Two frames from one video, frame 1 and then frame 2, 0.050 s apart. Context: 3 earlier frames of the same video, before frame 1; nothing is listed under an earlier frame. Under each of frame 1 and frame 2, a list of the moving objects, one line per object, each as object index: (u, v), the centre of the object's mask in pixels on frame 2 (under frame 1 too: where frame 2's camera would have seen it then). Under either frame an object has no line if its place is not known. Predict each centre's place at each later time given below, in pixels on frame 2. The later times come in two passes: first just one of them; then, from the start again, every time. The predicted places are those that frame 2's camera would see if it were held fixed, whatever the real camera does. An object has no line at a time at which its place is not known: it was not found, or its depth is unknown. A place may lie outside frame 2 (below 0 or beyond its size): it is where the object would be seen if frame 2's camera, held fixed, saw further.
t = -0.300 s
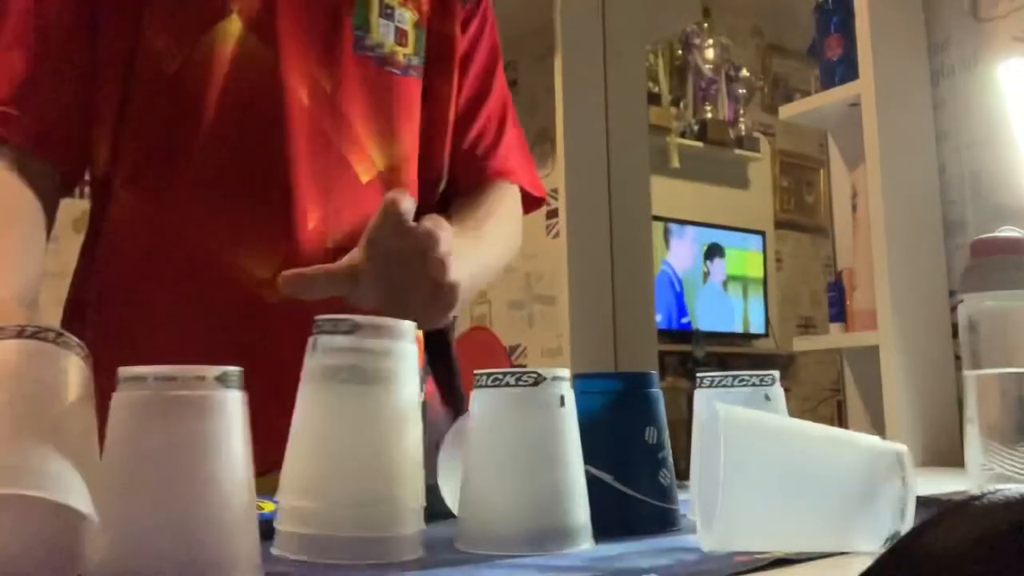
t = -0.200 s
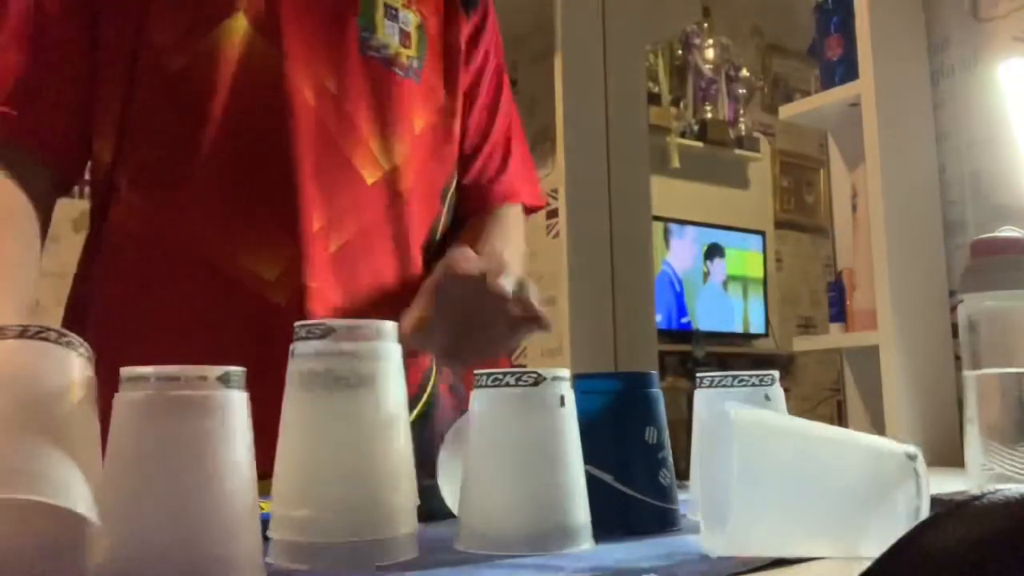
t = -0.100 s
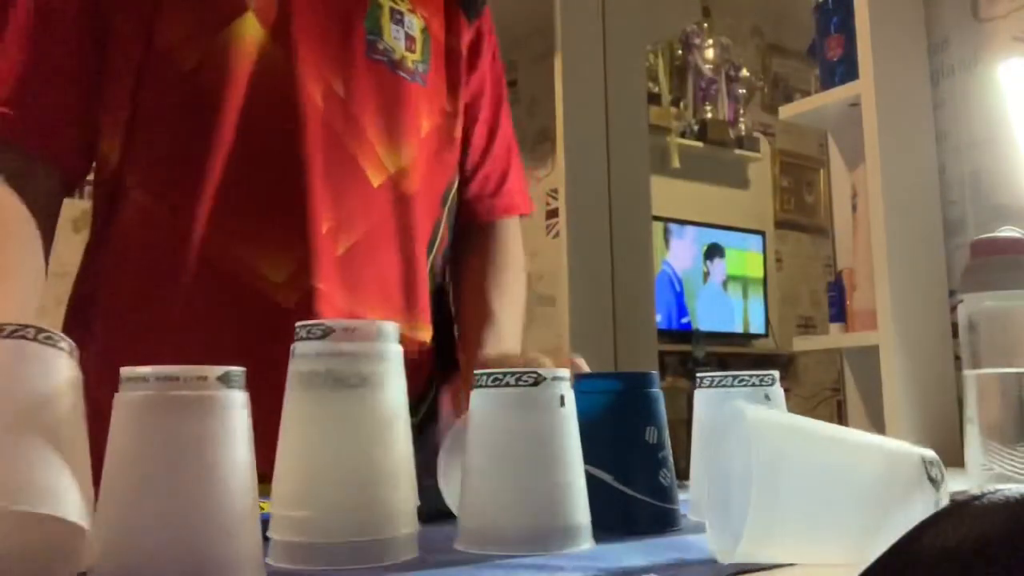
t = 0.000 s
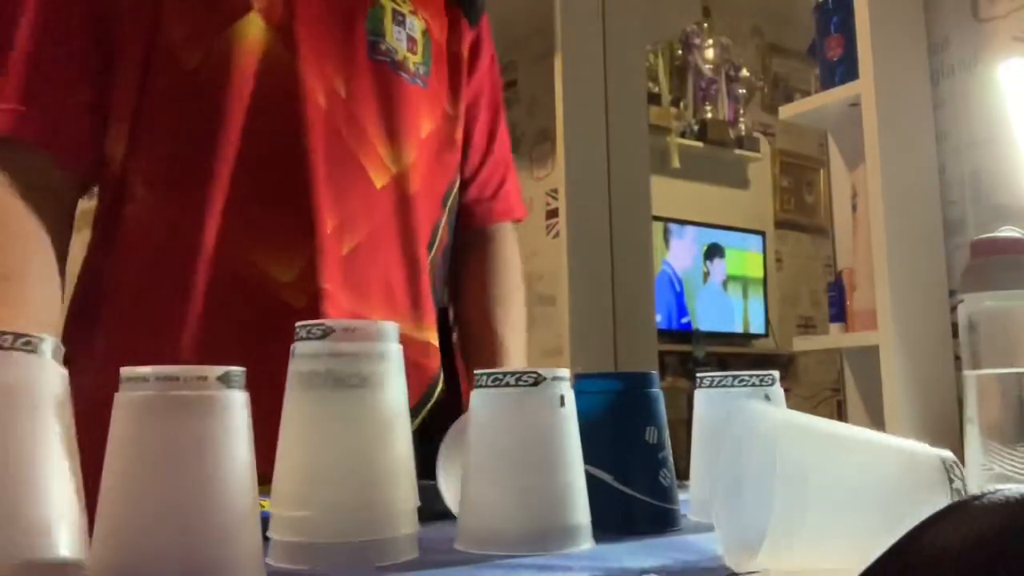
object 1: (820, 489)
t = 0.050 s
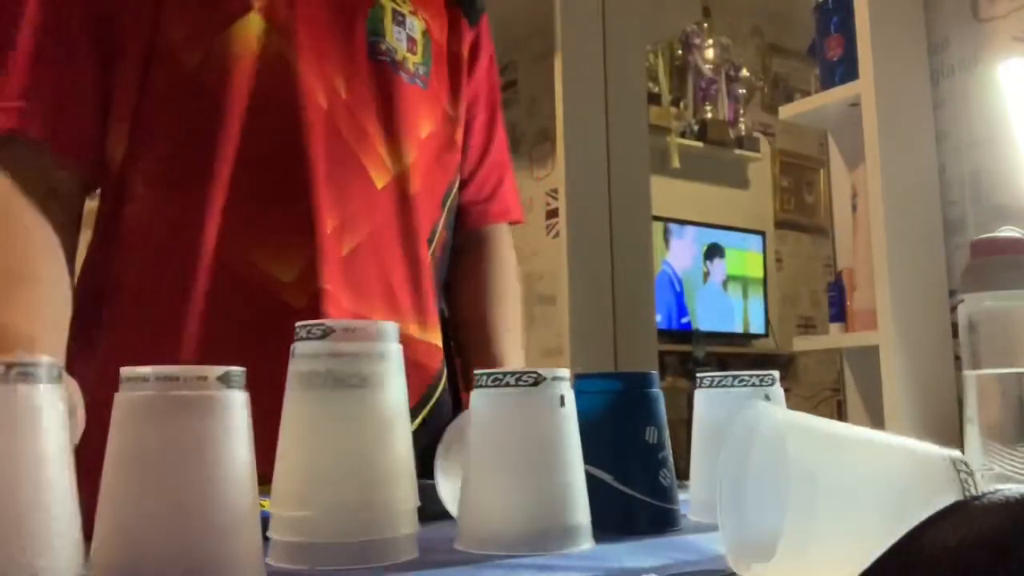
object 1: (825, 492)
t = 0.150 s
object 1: (839, 490)
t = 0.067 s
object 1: (827, 491)
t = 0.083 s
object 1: (829, 491)
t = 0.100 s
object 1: (832, 491)
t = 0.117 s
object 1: (834, 491)
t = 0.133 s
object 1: (836, 490)
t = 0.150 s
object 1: (839, 490)
